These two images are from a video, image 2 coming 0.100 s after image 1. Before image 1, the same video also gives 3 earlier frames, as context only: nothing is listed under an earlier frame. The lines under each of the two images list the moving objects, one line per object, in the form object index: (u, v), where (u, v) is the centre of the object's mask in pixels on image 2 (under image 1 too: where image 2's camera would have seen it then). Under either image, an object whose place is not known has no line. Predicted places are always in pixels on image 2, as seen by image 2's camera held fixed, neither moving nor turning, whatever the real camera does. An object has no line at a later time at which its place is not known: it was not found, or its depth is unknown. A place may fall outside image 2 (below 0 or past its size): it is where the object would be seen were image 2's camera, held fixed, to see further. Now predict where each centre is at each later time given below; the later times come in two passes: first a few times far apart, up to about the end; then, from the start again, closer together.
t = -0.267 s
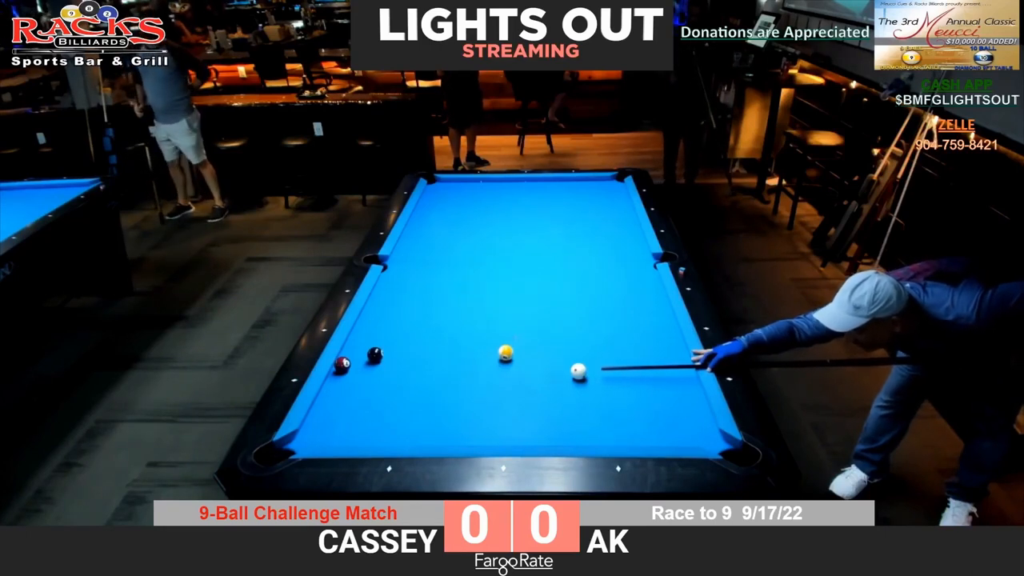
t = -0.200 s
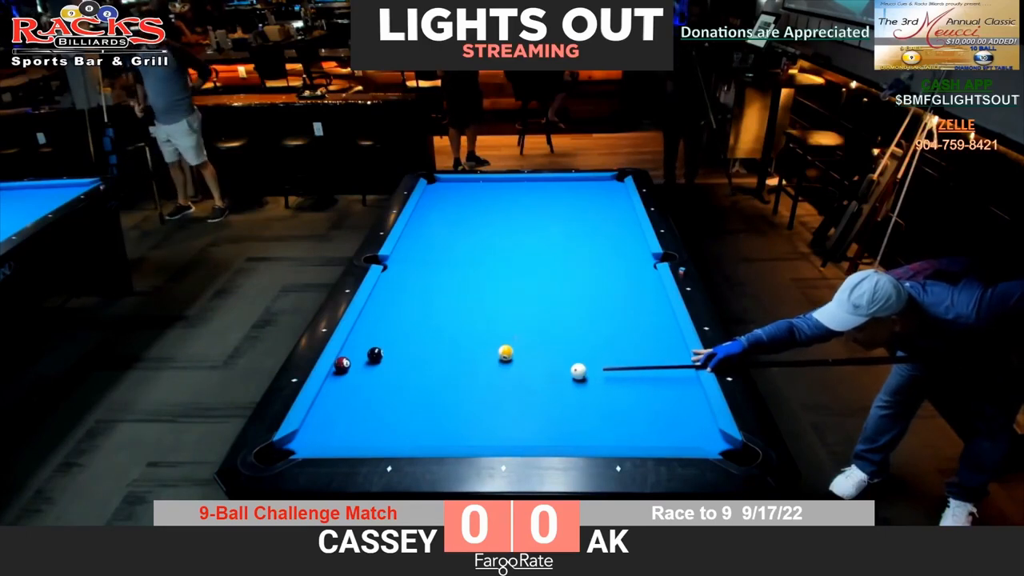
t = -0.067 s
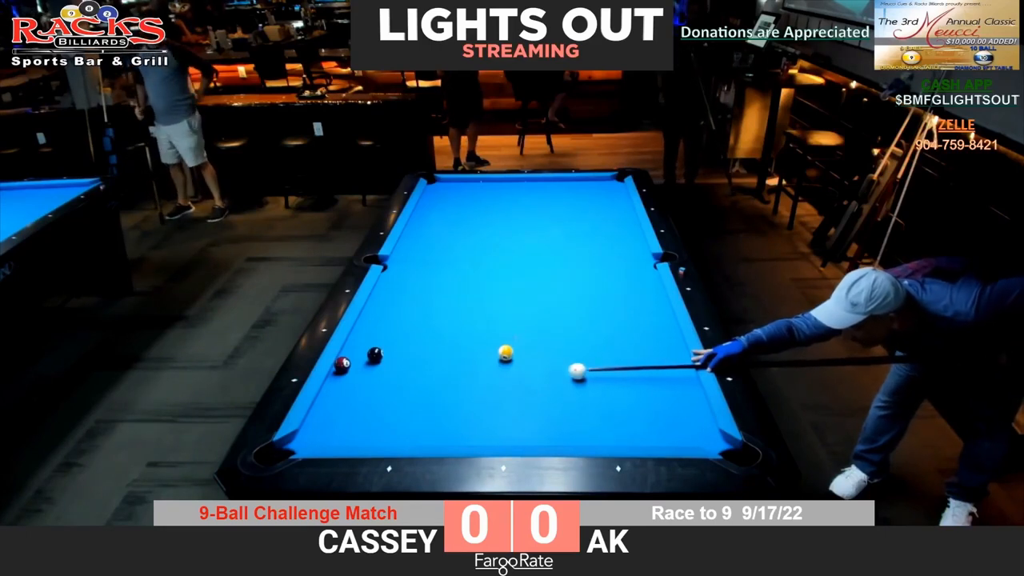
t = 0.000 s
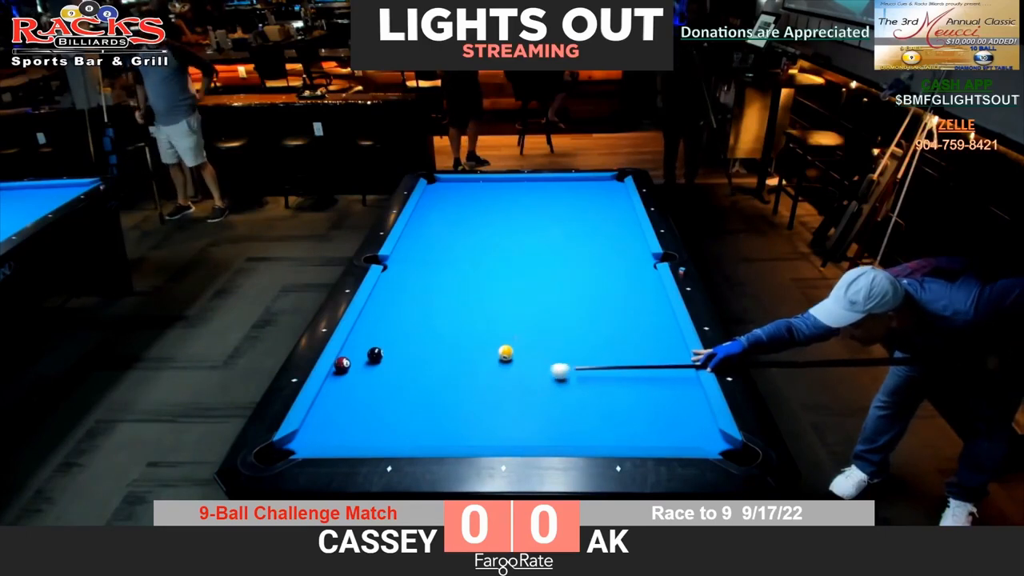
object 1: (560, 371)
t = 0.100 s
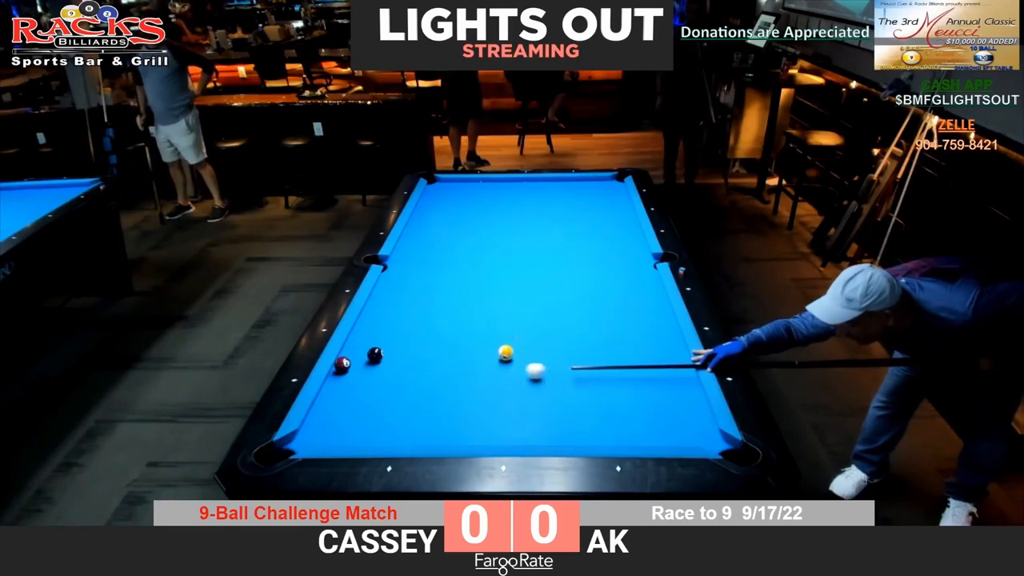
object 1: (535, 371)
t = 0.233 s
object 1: (503, 371)
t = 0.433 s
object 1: (456, 371)
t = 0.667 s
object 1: (402, 371)
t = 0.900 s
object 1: (349, 372)
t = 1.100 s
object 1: (344, 379)
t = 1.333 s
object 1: (364, 384)
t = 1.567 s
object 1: (384, 390)
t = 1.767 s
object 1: (400, 394)
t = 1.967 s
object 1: (415, 398)
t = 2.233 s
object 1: (435, 404)
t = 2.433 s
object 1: (449, 407)
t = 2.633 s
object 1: (461, 411)
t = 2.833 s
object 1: (474, 415)
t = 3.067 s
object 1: (486, 418)
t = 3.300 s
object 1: (498, 422)
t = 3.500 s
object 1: (508, 424)
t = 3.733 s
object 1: (517, 427)
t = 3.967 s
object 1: (526, 429)
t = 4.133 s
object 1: (531, 430)
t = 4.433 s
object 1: (538, 432)
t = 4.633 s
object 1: (542, 432)
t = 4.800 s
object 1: (543, 433)
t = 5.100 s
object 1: (546, 433)
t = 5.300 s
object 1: (546, 433)
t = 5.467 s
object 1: (546, 433)
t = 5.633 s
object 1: (546, 433)
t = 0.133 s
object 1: (527, 371)
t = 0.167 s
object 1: (519, 371)
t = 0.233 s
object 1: (503, 371)
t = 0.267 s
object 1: (495, 371)
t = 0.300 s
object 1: (487, 371)
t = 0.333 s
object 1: (479, 371)
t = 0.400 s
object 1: (463, 371)
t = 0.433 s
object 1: (456, 371)
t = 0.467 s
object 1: (448, 371)
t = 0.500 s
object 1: (440, 371)
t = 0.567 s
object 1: (424, 371)
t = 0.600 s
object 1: (416, 371)
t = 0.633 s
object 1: (409, 371)
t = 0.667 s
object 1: (402, 371)
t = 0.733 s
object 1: (386, 371)
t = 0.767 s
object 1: (379, 372)
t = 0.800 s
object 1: (371, 372)
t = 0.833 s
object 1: (364, 372)
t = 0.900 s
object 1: (349, 372)
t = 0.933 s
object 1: (343, 373)
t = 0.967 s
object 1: (338, 375)
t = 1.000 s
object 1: (335, 376)
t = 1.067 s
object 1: (341, 378)
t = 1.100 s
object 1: (344, 379)
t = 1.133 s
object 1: (347, 380)
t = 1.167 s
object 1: (350, 380)
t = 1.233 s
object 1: (356, 382)
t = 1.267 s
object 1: (359, 383)
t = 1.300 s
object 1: (362, 384)
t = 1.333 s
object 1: (364, 384)
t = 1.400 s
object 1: (370, 386)
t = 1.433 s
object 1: (373, 387)
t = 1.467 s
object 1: (376, 387)
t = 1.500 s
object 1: (379, 388)
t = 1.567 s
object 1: (384, 390)
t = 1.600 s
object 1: (387, 390)
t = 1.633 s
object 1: (389, 391)
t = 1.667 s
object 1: (392, 392)
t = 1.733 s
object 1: (398, 393)
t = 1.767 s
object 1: (400, 394)
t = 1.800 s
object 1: (403, 395)
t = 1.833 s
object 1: (405, 395)
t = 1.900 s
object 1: (411, 397)
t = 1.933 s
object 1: (413, 398)
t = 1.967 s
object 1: (415, 398)
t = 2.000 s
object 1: (418, 399)
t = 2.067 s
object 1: (423, 400)
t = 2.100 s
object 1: (426, 401)
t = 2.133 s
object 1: (428, 402)
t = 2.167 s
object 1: (430, 402)
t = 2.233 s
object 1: (435, 404)
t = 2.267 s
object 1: (437, 404)
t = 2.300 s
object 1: (440, 405)
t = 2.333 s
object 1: (442, 405)
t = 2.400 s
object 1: (446, 407)
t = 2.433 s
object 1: (449, 407)
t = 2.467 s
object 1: (451, 408)
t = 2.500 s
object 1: (453, 409)
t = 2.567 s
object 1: (457, 410)
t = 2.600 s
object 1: (459, 410)
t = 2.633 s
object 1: (461, 411)
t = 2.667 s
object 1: (463, 412)
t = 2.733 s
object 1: (468, 413)
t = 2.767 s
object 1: (470, 413)
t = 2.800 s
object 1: (472, 414)
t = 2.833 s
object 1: (474, 415)
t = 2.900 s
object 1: (477, 416)
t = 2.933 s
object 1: (479, 416)
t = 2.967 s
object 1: (481, 417)
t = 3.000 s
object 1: (483, 417)
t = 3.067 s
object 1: (486, 418)
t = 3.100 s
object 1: (488, 419)
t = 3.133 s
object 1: (490, 419)
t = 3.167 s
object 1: (492, 420)
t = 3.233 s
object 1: (495, 421)
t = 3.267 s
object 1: (497, 421)
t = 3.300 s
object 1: (498, 422)
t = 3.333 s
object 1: (500, 422)
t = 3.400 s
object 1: (503, 423)
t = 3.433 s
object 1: (505, 423)
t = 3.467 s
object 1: (506, 424)
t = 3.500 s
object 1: (508, 424)
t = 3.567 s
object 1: (510, 425)
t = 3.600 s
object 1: (512, 425)
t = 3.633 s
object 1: (513, 426)
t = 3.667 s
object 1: (515, 426)
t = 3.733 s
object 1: (517, 427)
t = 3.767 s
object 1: (519, 427)
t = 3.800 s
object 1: (520, 427)
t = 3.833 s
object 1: (521, 428)
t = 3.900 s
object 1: (523, 428)
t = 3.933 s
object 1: (525, 428)
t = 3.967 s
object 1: (526, 429)
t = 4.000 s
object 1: (527, 429)
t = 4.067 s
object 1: (529, 429)
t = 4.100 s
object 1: (530, 430)
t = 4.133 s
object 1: (531, 430)
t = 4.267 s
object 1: (534, 431)
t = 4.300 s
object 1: (535, 431)
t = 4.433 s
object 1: (538, 432)
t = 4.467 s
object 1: (539, 432)
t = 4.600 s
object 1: (541, 432)
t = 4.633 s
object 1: (542, 432)
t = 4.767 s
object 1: (543, 433)
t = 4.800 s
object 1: (543, 433)
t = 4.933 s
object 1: (545, 433)
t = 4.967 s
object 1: (545, 433)
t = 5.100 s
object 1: (546, 433)
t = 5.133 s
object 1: (546, 433)
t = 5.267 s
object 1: (546, 433)
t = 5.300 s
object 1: (546, 433)
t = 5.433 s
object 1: (546, 433)
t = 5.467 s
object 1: (546, 433)
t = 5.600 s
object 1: (546, 433)
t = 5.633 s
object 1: (546, 433)
